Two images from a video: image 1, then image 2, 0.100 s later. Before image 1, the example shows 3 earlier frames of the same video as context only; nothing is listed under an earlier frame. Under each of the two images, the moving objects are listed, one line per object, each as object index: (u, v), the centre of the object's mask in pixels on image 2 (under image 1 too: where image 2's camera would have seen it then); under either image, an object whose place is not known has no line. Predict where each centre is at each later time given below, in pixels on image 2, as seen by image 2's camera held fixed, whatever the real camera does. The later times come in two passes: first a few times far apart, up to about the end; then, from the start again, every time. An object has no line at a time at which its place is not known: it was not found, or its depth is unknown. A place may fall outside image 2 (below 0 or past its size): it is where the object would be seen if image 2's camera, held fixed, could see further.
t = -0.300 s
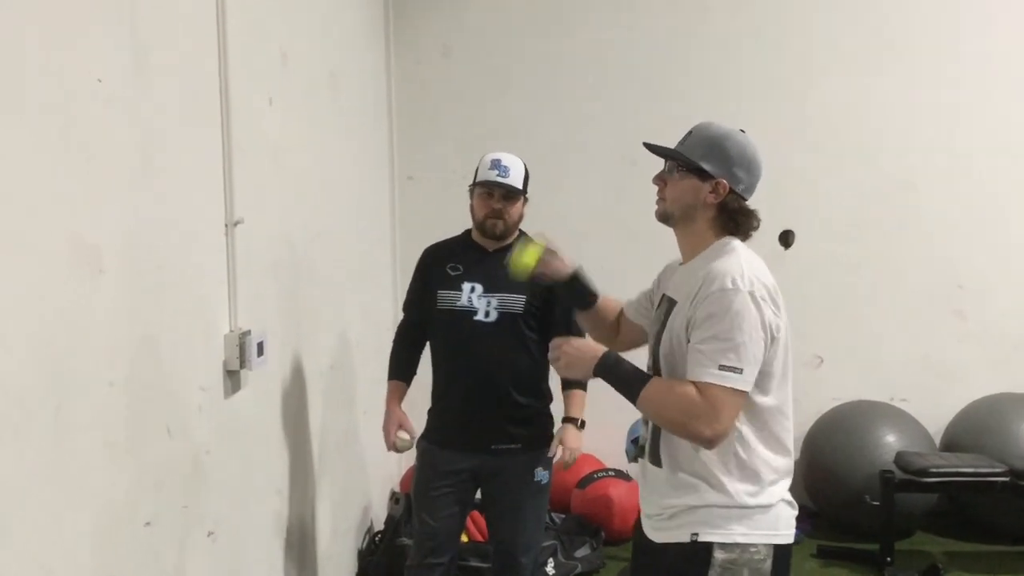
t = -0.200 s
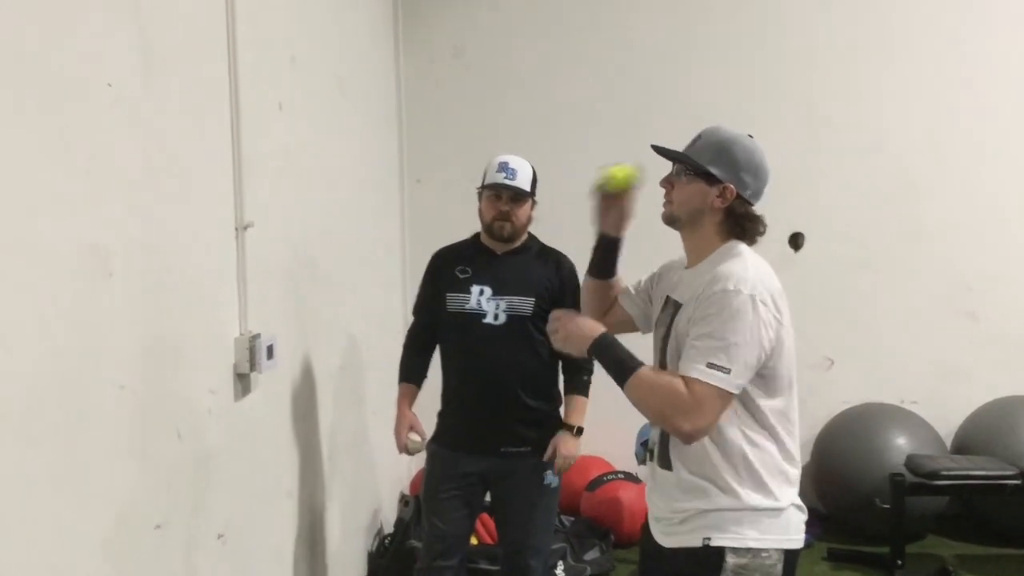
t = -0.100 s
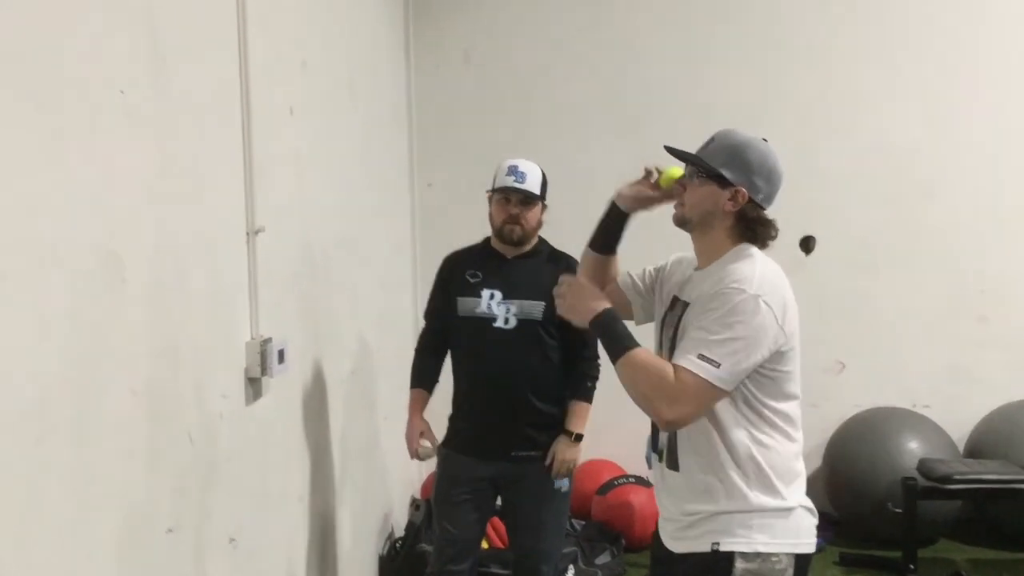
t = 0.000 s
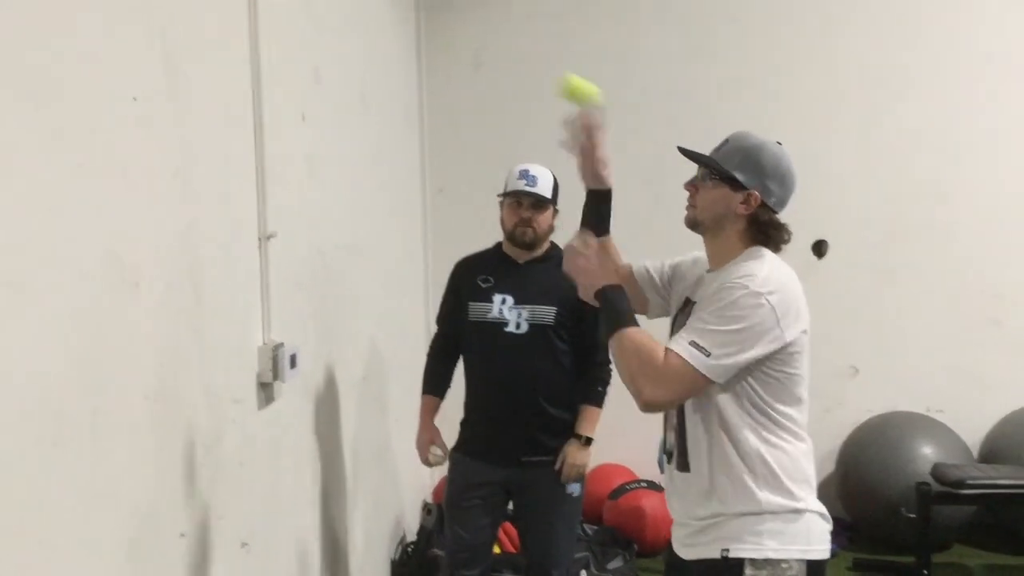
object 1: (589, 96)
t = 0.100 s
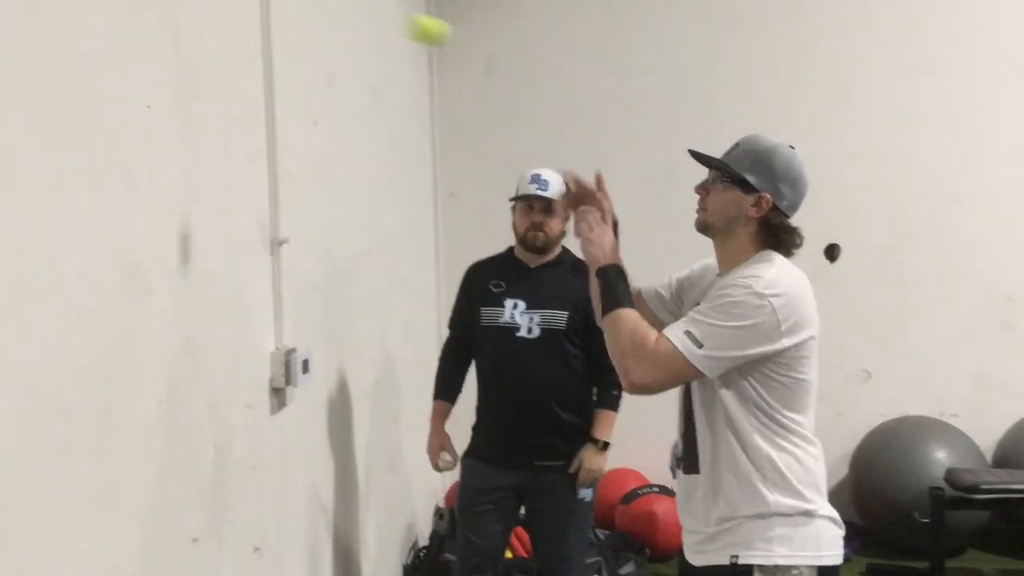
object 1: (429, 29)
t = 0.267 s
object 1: (189, 8)
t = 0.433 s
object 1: (386, 119)
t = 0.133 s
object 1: (374, 16)
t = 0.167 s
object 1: (317, 6)
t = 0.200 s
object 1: (260, 2)
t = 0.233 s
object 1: (203, 2)
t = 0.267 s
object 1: (189, 8)
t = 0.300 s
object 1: (226, 18)
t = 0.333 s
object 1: (265, 34)
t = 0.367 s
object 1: (305, 57)
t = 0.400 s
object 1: (345, 85)
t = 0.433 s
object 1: (386, 119)
